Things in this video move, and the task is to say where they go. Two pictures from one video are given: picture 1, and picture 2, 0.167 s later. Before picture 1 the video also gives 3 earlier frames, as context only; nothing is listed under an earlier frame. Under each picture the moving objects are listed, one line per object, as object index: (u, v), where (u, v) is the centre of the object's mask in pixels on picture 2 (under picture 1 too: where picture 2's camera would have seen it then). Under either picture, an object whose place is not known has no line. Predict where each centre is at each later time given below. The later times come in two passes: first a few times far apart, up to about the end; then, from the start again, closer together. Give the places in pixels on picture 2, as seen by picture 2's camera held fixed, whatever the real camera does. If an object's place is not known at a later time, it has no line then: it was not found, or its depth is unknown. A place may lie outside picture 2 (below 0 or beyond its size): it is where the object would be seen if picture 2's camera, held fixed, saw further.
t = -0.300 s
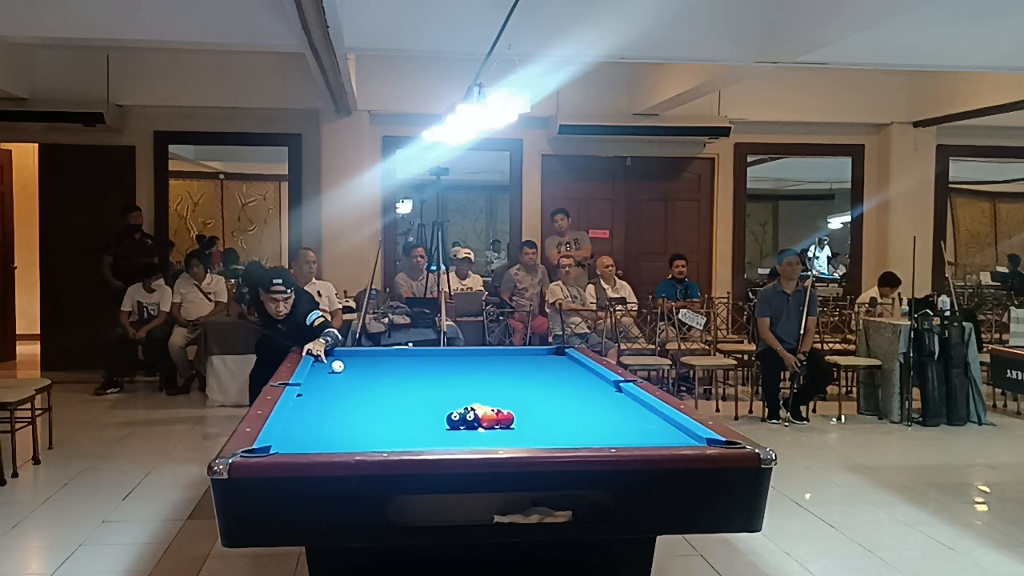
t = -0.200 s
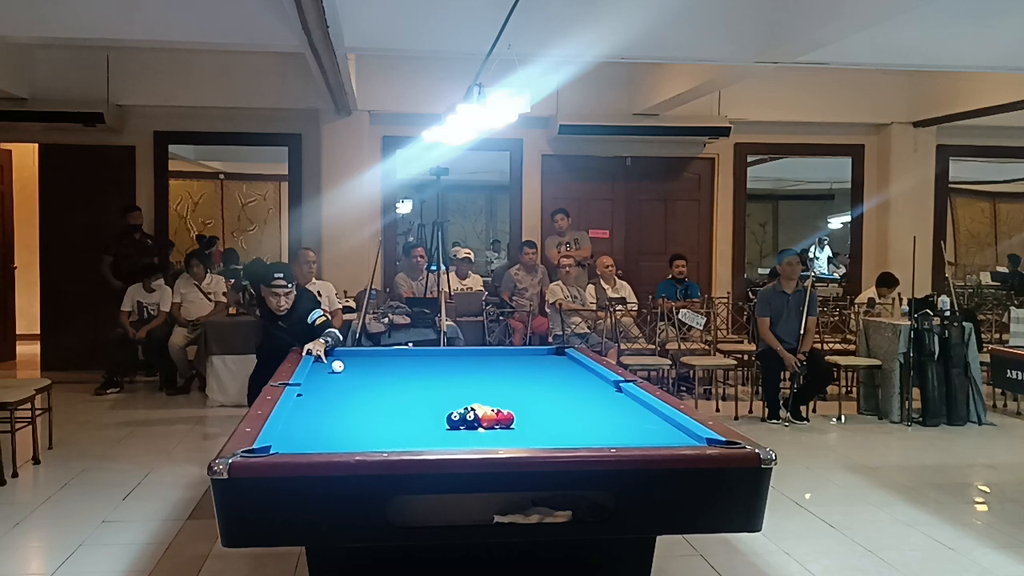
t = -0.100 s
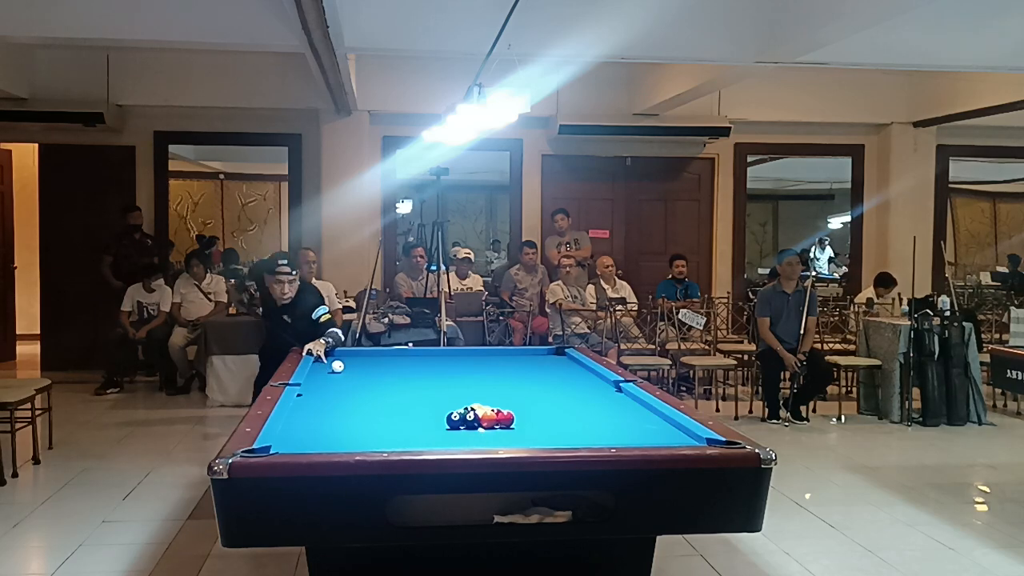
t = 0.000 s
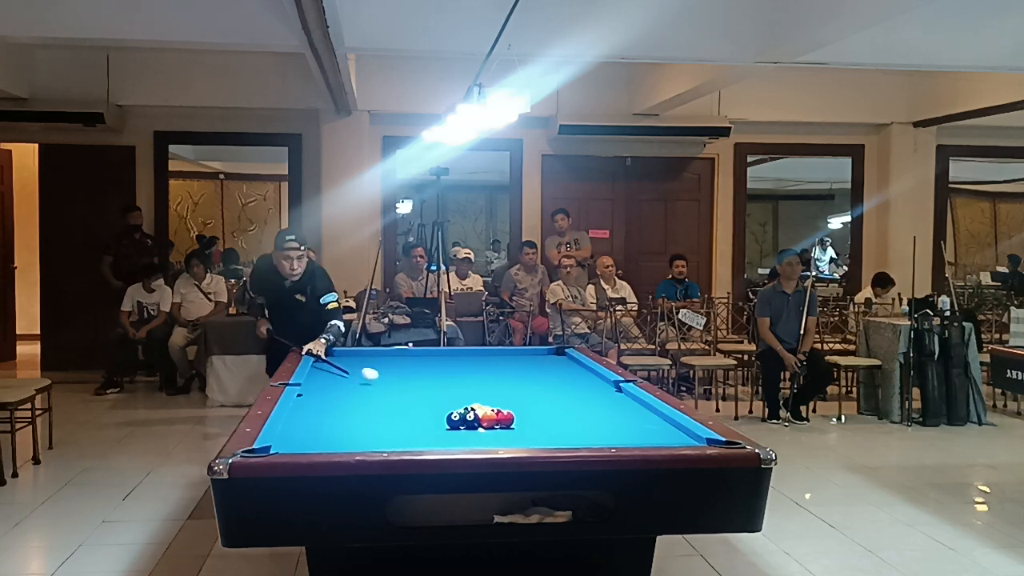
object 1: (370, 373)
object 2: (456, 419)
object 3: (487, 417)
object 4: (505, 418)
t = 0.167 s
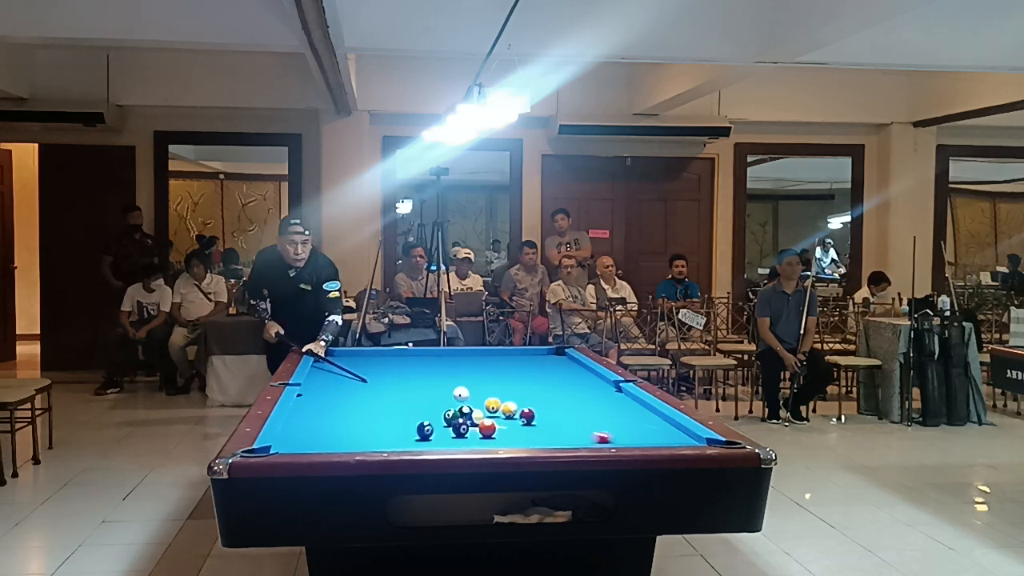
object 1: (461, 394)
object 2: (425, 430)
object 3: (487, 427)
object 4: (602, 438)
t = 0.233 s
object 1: (454, 395)
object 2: (397, 439)
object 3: (486, 436)
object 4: (640, 433)
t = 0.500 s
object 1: (433, 400)
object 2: (327, 437)
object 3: (473, 437)
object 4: (595, 397)
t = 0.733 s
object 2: (292, 423)
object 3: (462, 425)
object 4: (613, 387)
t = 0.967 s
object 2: (319, 411)
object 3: (470, 420)
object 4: (575, 378)
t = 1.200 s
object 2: (342, 400)
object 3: (478, 418)
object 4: (524, 370)
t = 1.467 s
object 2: (364, 391)
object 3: (487, 415)
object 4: (473, 363)
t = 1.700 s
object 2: (381, 384)
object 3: (493, 412)
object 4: (433, 357)
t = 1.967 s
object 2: (398, 377)
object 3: (500, 410)
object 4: (391, 352)
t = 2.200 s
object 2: (412, 370)
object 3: (505, 408)
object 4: (347, 355)
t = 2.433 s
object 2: (425, 365)
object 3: (509, 406)
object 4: (330, 358)
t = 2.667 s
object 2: (435, 361)
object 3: (513, 404)
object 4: (353, 362)
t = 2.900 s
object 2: (446, 356)
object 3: (516, 403)
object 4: (377, 366)
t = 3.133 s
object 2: (455, 352)
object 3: (519, 402)
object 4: (402, 370)
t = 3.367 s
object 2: (471, 352)
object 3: (521, 401)
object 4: (428, 374)
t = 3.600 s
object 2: (489, 354)
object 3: (523, 400)
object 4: (454, 378)
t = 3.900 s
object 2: (512, 357)
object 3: (524, 399)
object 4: (489, 383)
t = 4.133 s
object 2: (530, 360)
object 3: (525, 399)
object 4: (516, 387)
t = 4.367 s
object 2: (548, 360)
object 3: (526, 398)
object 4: (544, 391)
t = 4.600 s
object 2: (564, 362)
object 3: (526, 398)
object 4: (573, 396)
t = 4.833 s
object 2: (576, 365)
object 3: (526, 398)
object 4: (603, 401)
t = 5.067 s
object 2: (570, 365)
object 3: (526, 398)
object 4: (633, 406)
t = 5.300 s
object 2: (565, 366)
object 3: (526, 398)
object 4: (640, 409)
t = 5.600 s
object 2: (559, 368)
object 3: (526, 398)
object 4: (631, 413)
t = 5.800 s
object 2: (555, 368)
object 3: (526, 398)
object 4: (626, 416)
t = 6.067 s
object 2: (550, 370)
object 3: (526, 398)
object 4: (618, 420)
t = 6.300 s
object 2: (548, 370)
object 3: (526, 398)
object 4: (613, 423)
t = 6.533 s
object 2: (551, 371)
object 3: (526, 398)
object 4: (607, 426)
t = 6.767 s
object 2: (553, 371)
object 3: (526, 398)
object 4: (602, 429)
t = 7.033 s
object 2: (555, 371)
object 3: (526, 398)
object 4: (597, 432)
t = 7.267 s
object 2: (556, 371)
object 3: (526, 398)
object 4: (593, 434)
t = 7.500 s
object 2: (555, 371)
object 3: (526, 398)
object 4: (589, 435)
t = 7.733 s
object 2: (555, 371)
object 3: (526, 398)
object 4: (586, 437)
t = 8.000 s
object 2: (555, 371)
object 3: (526, 398)
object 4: (583, 438)
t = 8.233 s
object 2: (555, 371)
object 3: (526, 398)
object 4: (581, 439)
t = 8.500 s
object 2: (555, 371)
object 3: (526, 398)
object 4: (579, 440)
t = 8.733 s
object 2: (555, 371)
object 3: (526, 398)
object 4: (578, 440)
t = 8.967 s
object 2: (555, 371)
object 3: (525, 398)
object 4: (576, 440)
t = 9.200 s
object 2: (555, 371)
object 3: (525, 398)
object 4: (575, 440)
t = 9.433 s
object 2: (555, 371)
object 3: (526, 398)
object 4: (574, 440)
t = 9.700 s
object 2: (555, 371)
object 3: (526, 398)
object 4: (574, 440)
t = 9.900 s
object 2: (555, 371)
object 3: (526, 398)
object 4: (574, 440)
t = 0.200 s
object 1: (457, 393)
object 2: (411, 435)
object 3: (486, 431)
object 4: (630, 438)
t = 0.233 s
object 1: (454, 395)
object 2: (397, 439)
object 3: (486, 436)
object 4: (640, 433)
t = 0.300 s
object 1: (447, 401)
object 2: (368, 444)
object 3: (484, 440)
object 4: (657, 420)
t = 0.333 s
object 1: (444, 399)
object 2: (360, 444)
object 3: (483, 442)
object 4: (651, 414)
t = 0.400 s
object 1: (439, 401)
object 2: (346, 441)
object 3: (479, 440)
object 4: (614, 405)
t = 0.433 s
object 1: (437, 400)
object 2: (339, 440)
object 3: (477, 439)
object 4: (598, 401)
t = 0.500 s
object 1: (433, 400)
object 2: (327, 437)
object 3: (473, 437)
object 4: (595, 397)
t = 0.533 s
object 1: (432, 400)
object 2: (321, 434)
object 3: (472, 436)
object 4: (599, 396)
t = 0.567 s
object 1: (431, 400)
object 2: (316, 432)
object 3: (470, 434)
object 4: (603, 394)
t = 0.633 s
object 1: (429, 400)
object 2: (305, 428)
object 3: (466, 430)
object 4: (608, 391)
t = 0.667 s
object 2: (300, 426)
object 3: (465, 428)
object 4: (610, 390)
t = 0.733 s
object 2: (292, 423)
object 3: (462, 425)
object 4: (613, 387)
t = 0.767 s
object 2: (297, 421)
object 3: (461, 423)
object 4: (610, 386)
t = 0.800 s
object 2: (301, 419)
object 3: (463, 423)
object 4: (606, 384)
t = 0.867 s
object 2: (309, 416)
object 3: (466, 422)
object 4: (601, 381)
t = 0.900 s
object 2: (312, 414)
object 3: (467, 421)
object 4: (595, 378)
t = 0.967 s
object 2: (319, 411)
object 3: (470, 420)
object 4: (575, 378)
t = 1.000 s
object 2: (323, 410)
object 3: (471, 420)
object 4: (567, 377)
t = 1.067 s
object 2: (329, 407)
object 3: (474, 419)
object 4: (552, 374)
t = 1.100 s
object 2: (332, 405)
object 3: (475, 419)
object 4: (545, 373)
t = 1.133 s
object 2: (336, 404)
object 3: (476, 418)
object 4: (538, 372)
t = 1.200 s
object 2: (342, 400)
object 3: (478, 418)
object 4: (524, 370)
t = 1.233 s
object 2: (345, 400)
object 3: (480, 417)
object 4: (517, 369)
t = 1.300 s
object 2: (350, 398)
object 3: (482, 416)
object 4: (504, 367)
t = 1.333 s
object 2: (353, 396)
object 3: (483, 416)
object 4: (497, 366)
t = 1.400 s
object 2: (359, 394)
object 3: (485, 415)
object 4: (485, 365)
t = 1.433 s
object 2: (362, 393)
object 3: (486, 415)
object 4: (479, 364)
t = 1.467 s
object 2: (364, 391)
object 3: (487, 415)
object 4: (473, 363)
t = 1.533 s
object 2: (369, 389)
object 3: (489, 414)
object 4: (461, 361)
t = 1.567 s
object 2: (372, 388)
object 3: (489, 414)
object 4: (455, 360)
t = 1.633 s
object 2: (377, 386)
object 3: (492, 413)
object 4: (444, 358)
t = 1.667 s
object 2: (379, 385)
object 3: (493, 413)
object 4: (438, 357)
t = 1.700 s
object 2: (381, 384)
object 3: (493, 412)
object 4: (433, 357)
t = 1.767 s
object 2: (386, 382)
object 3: (495, 412)
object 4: (422, 355)
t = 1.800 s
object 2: (388, 381)
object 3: (496, 411)
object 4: (417, 354)
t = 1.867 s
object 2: (392, 379)
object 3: (497, 411)
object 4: (407, 353)
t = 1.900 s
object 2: (394, 378)
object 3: (498, 410)
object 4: (402, 352)
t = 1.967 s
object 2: (398, 377)
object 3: (500, 410)
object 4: (391, 352)
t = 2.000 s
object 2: (401, 376)
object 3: (501, 409)
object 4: (385, 352)
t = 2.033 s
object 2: (402, 375)
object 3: (502, 409)
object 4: (378, 353)
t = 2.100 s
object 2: (406, 373)
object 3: (503, 408)
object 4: (366, 354)
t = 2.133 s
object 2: (409, 372)
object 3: (504, 408)
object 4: (359, 354)
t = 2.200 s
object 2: (412, 370)
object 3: (505, 408)
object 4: (347, 355)
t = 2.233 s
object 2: (414, 370)
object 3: (506, 407)
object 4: (340, 356)
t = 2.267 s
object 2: (416, 369)
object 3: (506, 407)
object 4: (334, 356)
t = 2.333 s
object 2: (419, 367)
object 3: (507, 407)
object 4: (321, 357)
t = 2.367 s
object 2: (421, 367)
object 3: (508, 406)
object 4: (322, 357)
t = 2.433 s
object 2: (425, 365)
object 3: (509, 406)
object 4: (330, 358)
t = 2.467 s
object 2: (426, 365)
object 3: (510, 406)
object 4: (334, 359)
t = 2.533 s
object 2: (429, 363)
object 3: (511, 405)
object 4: (340, 360)
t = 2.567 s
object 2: (431, 362)
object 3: (511, 405)
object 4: (343, 361)
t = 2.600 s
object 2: (432, 362)
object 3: (512, 405)
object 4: (347, 361)
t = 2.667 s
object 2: (435, 361)
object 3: (513, 404)
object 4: (353, 362)
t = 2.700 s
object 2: (437, 360)
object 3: (513, 404)
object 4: (357, 363)
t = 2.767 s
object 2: (440, 358)
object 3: (515, 404)
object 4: (363, 364)
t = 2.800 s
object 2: (441, 358)
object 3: (515, 404)
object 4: (367, 364)
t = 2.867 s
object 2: (445, 357)
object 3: (516, 403)
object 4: (374, 365)
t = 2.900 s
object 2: (446, 356)
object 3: (516, 403)
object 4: (377, 366)
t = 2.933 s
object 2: (448, 355)
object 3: (517, 403)
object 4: (381, 366)
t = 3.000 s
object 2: (450, 354)
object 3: (518, 403)
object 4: (388, 367)
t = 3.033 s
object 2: (451, 354)
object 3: (518, 402)
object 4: (391, 368)
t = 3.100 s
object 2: (454, 353)
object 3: (519, 402)
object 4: (399, 369)
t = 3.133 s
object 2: (455, 352)
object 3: (519, 402)
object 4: (402, 370)
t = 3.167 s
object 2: (457, 352)
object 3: (519, 402)
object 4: (406, 370)
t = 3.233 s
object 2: (460, 352)
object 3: (520, 402)
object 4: (413, 371)
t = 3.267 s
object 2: (463, 352)
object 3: (520, 401)
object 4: (417, 372)
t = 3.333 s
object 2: (468, 352)
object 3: (521, 401)
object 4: (424, 373)
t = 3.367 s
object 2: (471, 352)
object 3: (521, 401)
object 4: (428, 374)
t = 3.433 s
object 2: (476, 353)
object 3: (522, 401)
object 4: (436, 375)
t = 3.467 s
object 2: (478, 354)
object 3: (522, 401)
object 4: (439, 375)
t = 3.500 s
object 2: (481, 354)
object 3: (522, 400)
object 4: (443, 376)
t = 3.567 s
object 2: (486, 354)
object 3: (523, 400)
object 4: (450, 377)
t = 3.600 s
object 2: (489, 354)
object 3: (523, 400)
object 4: (454, 378)
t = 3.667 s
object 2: (495, 355)
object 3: (524, 400)
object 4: (462, 379)
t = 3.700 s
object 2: (497, 356)
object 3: (524, 400)
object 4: (466, 379)
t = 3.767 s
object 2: (501, 356)
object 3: (524, 399)
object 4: (473, 380)
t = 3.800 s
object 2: (505, 357)
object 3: (524, 399)
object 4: (477, 381)
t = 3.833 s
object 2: (507, 357)
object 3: (524, 399)
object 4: (481, 382)
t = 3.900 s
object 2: (512, 357)
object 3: (524, 399)
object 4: (489, 383)
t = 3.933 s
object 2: (515, 357)
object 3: (525, 399)
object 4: (492, 383)
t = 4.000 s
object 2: (520, 358)
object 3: (525, 399)
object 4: (500, 385)
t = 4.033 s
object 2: (522, 358)
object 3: (525, 399)
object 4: (504, 385)
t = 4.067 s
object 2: (524, 358)
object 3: (525, 399)
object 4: (508, 386)
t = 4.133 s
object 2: (530, 360)
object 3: (525, 399)
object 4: (516, 387)
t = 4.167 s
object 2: (532, 360)
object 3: (525, 399)
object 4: (519, 387)
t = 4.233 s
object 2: (537, 359)
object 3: (525, 399)
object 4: (529, 387)
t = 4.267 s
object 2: (539, 359)
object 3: (525, 399)
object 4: (533, 389)
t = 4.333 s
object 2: (545, 360)
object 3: (525, 398)
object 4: (540, 391)
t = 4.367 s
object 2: (548, 360)
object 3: (526, 398)
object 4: (544, 391)
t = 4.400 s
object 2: (550, 361)
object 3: (526, 398)
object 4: (549, 392)
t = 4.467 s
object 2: (555, 361)
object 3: (526, 398)
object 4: (557, 393)
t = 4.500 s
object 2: (557, 362)
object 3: (526, 398)
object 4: (561, 394)
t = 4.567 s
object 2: (562, 362)
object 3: (526, 398)
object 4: (569, 395)
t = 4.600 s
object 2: (564, 362)
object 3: (526, 398)
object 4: (573, 396)
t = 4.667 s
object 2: (570, 362)
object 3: (526, 398)
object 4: (581, 397)
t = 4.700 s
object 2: (571, 364)
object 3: (526, 398)
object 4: (586, 398)
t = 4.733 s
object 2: (573, 364)
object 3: (526, 398)
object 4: (590, 399)
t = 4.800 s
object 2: (577, 364)
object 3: (526, 398)
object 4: (598, 400)
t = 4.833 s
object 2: (576, 365)
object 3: (526, 398)
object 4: (603, 401)
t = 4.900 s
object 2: (574, 364)
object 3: (526, 398)
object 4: (612, 402)
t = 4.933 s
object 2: (573, 364)
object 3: (526, 398)
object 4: (615, 403)
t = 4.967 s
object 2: (572, 364)
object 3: (526, 398)
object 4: (619, 404)
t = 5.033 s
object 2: (571, 365)
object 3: (526, 398)
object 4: (629, 405)
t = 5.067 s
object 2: (570, 365)
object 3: (526, 398)
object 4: (633, 406)
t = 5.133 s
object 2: (569, 365)
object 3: (526, 398)
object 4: (641, 407)
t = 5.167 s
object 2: (568, 365)
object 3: (526, 398)
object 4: (644, 407)
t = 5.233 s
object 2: (567, 366)
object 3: (526, 398)
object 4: (642, 408)
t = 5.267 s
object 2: (566, 366)
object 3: (526, 398)
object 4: (641, 409)
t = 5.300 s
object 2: (565, 366)
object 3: (526, 398)
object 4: (640, 409)
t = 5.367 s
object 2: (564, 367)
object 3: (526, 398)
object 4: (638, 410)
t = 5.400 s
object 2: (563, 367)
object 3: (526, 398)
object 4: (637, 411)
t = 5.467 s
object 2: (561, 367)
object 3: (526, 398)
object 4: (635, 411)
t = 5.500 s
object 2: (561, 367)
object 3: (526, 398)
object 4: (634, 412)
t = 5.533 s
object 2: (560, 367)
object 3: (526, 398)
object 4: (633, 413)
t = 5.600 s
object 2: (559, 368)
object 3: (526, 398)
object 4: (631, 413)
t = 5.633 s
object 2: (558, 368)
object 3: (526, 398)
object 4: (630, 414)
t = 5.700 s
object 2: (557, 368)
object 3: (526, 398)
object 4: (629, 415)
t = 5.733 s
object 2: (556, 368)
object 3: (526, 398)
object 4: (628, 415)
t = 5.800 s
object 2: (555, 368)
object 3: (526, 398)
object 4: (626, 416)
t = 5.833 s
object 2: (554, 368)
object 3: (526, 398)
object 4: (625, 417)
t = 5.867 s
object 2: (554, 369)
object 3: (526, 398)
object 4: (624, 417)
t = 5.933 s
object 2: (552, 369)
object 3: (526, 398)
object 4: (622, 418)
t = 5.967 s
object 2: (552, 370)
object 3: (526, 398)
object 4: (621, 419)
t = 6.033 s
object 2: (551, 370)
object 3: (526, 398)
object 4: (619, 419)
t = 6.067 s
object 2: (550, 370)
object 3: (526, 398)
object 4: (618, 420)
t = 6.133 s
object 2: (549, 370)
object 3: (526, 398)
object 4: (617, 421)
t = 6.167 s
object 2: (548, 370)
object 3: (526, 398)
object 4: (616, 421)
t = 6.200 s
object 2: (548, 370)
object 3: (526, 398)
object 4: (615, 422)
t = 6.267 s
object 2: (547, 370)
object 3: (526, 398)
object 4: (613, 422)
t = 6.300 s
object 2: (548, 370)
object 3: (526, 398)
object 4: (613, 423)
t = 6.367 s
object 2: (548, 370)
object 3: (526, 398)
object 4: (611, 424)
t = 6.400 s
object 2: (549, 371)
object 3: (526, 398)
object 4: (610, 424)
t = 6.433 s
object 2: (550, 371)
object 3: (526, 398)
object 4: (609, 425)
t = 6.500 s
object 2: (550, 371)
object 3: (526, 398)
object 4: (608, 425)
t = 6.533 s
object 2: (551, 371)
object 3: (526, 398)
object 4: (607, 426)
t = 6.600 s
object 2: (552, 371)
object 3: (526, 398)
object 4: (606, 427)
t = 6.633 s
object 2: (552, 371)
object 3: (526, 398)
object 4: (605, 427)
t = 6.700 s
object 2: (553, 371)
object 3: (526, 398)
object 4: (604, 428)
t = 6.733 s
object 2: (553, 371)
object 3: (526, 398)
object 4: (603, 428)
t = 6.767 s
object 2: (553, 371)
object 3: (526, 398)
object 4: (602, 429)
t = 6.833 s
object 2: (554, 371)
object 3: (526, 398)
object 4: (601, 430)
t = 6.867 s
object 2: (554, 371)
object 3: (526, 398)
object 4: (600, 430)
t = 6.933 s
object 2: (554, 371)
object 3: (526, 398)
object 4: (599, 431)
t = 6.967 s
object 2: (555, 371)
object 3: (526, 398)
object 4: (598, 431)
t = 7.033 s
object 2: (555, 371)
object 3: (526, 398)
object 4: (597, 432)
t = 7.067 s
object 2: (555, 371)
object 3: (526, 398)
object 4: (596, 432)
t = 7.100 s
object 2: (555, 371)
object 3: (526, 398)
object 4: (596, 432)
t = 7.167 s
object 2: (555, 371)
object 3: (526, 398)
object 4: (595, 433)
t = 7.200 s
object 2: (555, 371)
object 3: (526, 398)
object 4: (594, 433)
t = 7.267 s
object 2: (556, 371)
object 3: (526, 398)
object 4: (593, 434)
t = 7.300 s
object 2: (555, 371)
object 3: (526, 398)
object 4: (592, 434)
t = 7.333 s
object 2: (555, 371)
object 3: (526, 398)
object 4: (592, 434)
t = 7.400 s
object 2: (556, 371)
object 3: (526, 398)
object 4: (591, 435)
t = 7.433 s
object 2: (555, 371)
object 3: (526, 398)
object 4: (590, 435)
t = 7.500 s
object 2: (555, 371)
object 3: (526, 398)
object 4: (589, 435)
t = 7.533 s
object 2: (555, 371)
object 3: (526, 398)
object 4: (589, 436)
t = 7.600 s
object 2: (555, 371)
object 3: (526, 398)
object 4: (588, 436)
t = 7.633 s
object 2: (555, 371)
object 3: (526, 398)
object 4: (587, 436)
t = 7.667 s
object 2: (555, 371)
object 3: (526, 398)
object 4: (587, 436)
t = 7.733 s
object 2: (555, 371)
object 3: (526, 398)
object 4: (586, 437)
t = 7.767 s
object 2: (555, 371)
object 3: (526, 398)
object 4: (586, 437)
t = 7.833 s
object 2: (555, 371)
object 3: (526, 398)
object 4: (585, 437)
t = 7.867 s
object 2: (555, 371)
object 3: (526, 398)
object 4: (585, 437)
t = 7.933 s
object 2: (555, 371)
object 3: (526, 398)
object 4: (584, 438)
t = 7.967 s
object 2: (555, 371)
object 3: (526, 398)
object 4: (584, 438)
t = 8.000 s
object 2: (555, 371)
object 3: (526, 398)
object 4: (583, 438)
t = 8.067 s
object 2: (555, 371)
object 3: (526, 398)
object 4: (583, 438)
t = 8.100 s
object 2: (556, 371)
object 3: (526, 398)
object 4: (583, 438)
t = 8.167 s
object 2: (555, 371)
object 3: (526, 398)
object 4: (582, 439)
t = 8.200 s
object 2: (555, 371)
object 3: (526, 398)
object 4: (582, 439)
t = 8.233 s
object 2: (555, 371)
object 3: (526, 398)
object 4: (581, 439)
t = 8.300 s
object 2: (555, 371)
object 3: (526, 398)
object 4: (581, 439)
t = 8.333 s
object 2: (555, 371)
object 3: (526, 398)
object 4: (581, 439)
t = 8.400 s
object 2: (555, 371)
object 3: (526, 398)
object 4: (580, 439)
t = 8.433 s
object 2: (555, 371)
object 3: (526, 398)
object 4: (580, 440)
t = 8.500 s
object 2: (555, 371)
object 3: (526, 398)
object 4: (579, 440)
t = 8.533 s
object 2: (555, 371)
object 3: (525, 398)
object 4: (579, 440)
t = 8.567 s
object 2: (556, 371)
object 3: (526, 398)
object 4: (579, 440)
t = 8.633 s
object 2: (555, 371)
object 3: (526, 398)
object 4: (578, 440)
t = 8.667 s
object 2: (555, 371)
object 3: (526, 398)
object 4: (578, 440)
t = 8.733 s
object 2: (555, 371)
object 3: (526, 398)
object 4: (578, 440)
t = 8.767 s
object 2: (555, 371)
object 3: (526, 398)
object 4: (577, 440)
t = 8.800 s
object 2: (555, 371)
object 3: (526, 398)
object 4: (577, 440)
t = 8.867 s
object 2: (555, 371)
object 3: (525, 398)
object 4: (577, 440)
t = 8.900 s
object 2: (555, 371)
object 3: (525, 398)
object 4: (576, 440)
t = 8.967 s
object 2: (555, 371)
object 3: (525, 398)
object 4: (576, 440)
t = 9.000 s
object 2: (555, 371)
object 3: (525, 398)
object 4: (576, 440)
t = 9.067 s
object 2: (555, 371)
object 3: (525, 398)
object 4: (576, 440)
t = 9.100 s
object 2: (555, 371)
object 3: (525, 398)
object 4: (575, 440)
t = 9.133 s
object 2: (555, 371)
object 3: (525, 398)
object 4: (575, 440)
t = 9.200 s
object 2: (555, 371)
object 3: (525, 398)
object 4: (575, 440)
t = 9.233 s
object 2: (555, 371)
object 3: (525, 398)
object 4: (575, 440)
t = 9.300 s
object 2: (555, 371)
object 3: (525, 398)
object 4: (574, 440)
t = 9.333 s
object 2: (555, 371)
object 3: (525, 398)
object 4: (574, 440)
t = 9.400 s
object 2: (555, 371)
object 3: (525, 398)
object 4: (574, 440)
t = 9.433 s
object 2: (555, 371)
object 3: (526, 398)
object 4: (574, 440)
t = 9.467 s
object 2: (555, 371)
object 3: (525, 398)
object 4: (574, 440)
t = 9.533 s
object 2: (555, 371)
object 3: (526, 398)
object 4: (574, 440)
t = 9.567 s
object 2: (555, 371)
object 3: (526, 398)
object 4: (574, 440)
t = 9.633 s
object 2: (555, 371)
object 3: (526, 398)
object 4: (574, 440)
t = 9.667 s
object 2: (555, 371)
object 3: (526, 398)
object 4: (574, 440)
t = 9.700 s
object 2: (555, 371)
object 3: (526, 398)
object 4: (574, 440)
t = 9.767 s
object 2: (555, 371)
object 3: (526, 398)
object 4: (574, 440)
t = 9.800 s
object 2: (555, 371)
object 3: (526, 398)
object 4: (574, 440)
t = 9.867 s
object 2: (555, 371)
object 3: (526, 398)
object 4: (574, 440)
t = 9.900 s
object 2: (555, 371)
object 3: (526, 398)
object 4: (574, 440)
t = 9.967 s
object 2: (555, 371)
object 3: (526, 398)
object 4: (574, 440)
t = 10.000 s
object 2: (555, 371)
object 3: (526, 398)
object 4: (574, 440)
